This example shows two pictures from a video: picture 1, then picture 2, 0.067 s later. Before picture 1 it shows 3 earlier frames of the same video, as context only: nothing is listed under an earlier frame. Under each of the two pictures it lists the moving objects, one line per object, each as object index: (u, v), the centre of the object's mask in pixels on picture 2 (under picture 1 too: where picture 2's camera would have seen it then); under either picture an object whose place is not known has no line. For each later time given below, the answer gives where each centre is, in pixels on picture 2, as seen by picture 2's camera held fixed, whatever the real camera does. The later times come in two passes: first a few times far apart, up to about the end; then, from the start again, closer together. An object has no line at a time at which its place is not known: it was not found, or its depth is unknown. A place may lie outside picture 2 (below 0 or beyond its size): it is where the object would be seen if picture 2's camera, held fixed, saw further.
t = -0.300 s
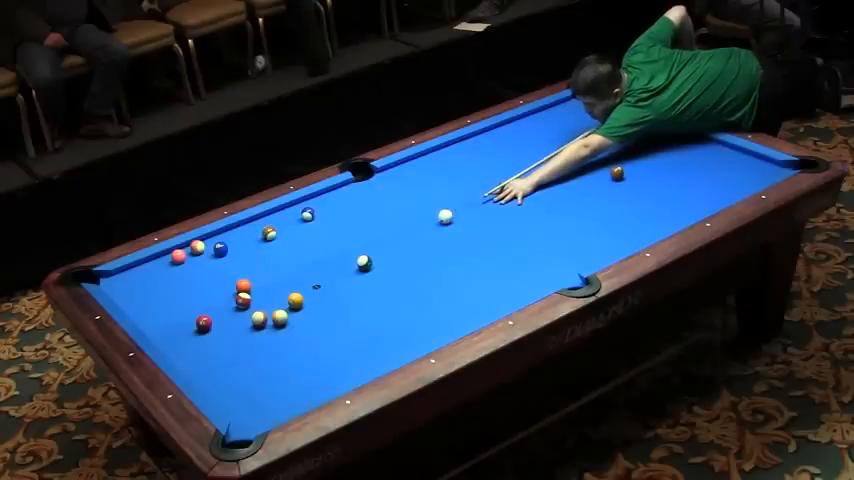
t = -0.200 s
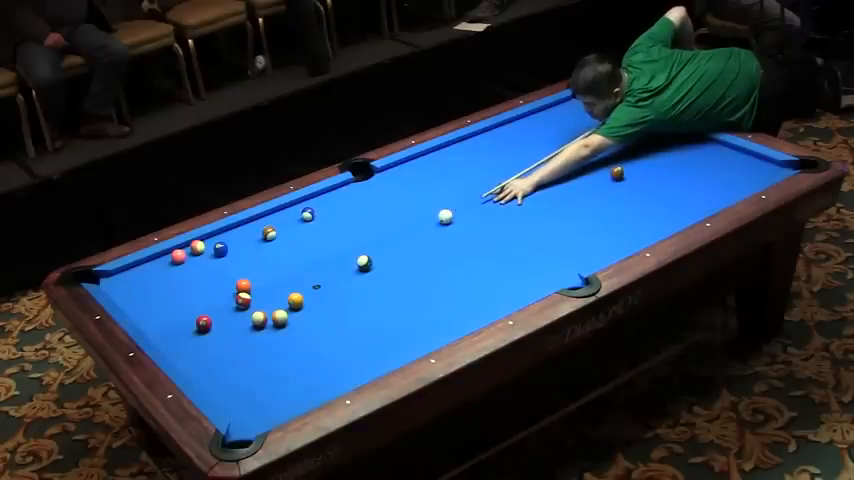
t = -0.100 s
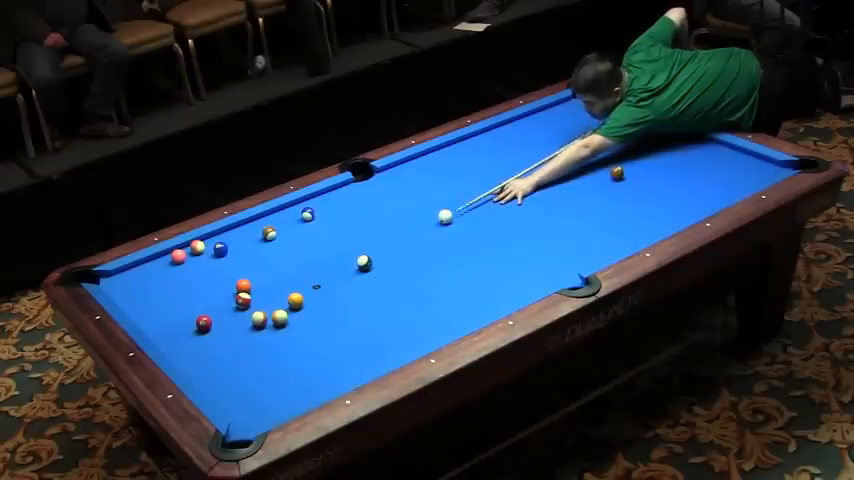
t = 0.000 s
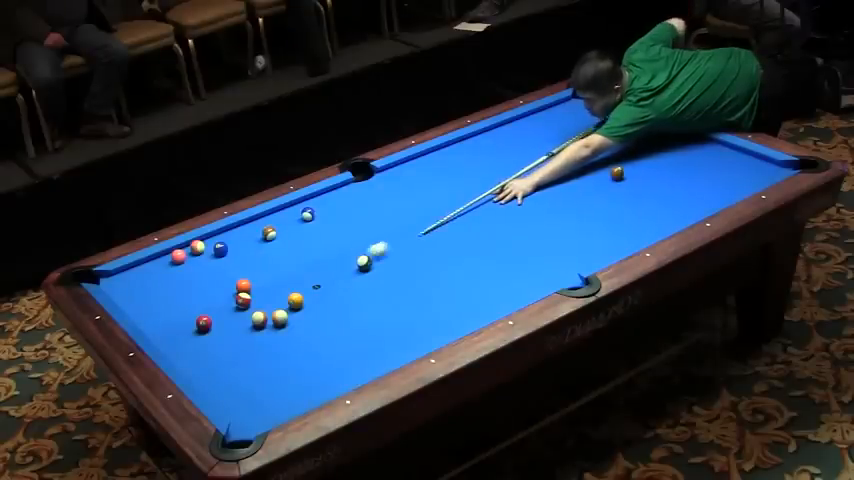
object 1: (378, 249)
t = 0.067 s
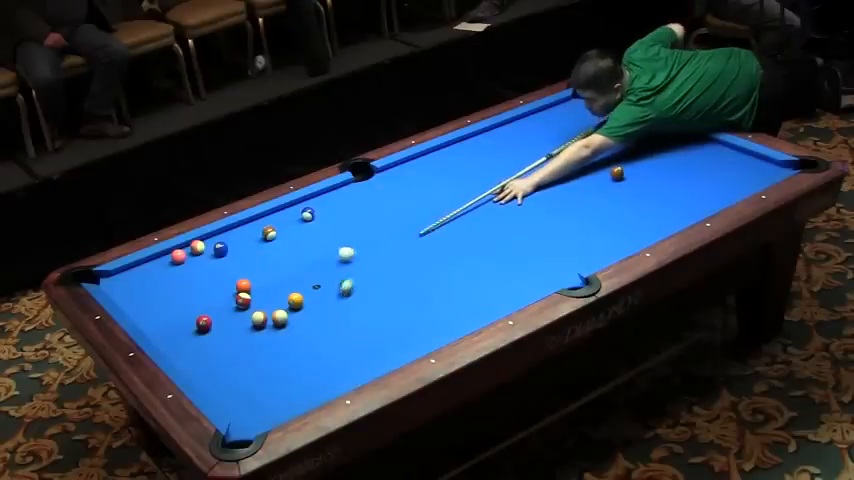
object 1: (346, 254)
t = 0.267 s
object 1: (281, 250)
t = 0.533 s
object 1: (232, 240)
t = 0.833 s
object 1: (239, 232)
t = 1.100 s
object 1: (256, 233)
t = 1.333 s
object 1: (259, 235)
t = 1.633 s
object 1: (262, 236)
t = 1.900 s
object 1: (264, 238)
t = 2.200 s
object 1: (265, 238)
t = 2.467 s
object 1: (266, 238)
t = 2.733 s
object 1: (266, 238)
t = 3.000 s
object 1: (266, 238)
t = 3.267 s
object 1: (266, 238)
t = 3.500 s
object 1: (266, 238)
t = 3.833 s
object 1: (266, 239)
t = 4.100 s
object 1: (266, 238)
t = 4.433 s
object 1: (266, 238)
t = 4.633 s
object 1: (266, 238)
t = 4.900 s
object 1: (266, 238)
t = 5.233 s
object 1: (266, 238)
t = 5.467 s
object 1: (266, 238)
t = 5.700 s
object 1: (266, 238)
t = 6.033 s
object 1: (266, 238)
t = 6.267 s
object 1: (266, 238)
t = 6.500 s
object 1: (266, 238)
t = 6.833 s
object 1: (266, 238)
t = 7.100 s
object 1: (266, 238)
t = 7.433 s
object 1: (266, 238)
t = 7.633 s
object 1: (266, 238)
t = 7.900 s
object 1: (266, 238)
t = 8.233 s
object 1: (266, 238)
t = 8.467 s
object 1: (266, 238)
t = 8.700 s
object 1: (266, 238)
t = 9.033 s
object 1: (266, 238)
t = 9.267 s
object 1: (266, 238)
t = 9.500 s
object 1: (266, 238)
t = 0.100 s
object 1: (333, 254)
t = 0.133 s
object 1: (321, 253)
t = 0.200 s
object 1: (299, 251)
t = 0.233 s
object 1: (290, 251)
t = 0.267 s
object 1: (281, 250)
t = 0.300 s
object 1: (272, 249)
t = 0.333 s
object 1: (264, 249)
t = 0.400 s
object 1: (247, 247)
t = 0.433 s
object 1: (239, 247)
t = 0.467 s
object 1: (234, 245)
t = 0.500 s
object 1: (233, 243)
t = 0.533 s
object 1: (232, 240)
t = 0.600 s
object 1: (228, 236)
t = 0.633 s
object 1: (226, 234)
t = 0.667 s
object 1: (224, 232)
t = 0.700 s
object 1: (225, 231)
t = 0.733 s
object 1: (229, 232)
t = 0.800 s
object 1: (236, 232)
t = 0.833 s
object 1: (239, 232)
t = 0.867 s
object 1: (242, 232)
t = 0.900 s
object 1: (246, 232)
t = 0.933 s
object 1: (248, 232)
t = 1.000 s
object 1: (255, 232)
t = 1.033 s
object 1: (256, 233)
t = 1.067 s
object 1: (256, 233)
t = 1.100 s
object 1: (256, 233)
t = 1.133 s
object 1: (257, 233)
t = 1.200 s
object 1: (258, 234)
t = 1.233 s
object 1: (258, 234)
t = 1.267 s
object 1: (259, 234)
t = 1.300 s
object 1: (259, 235)
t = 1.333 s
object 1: (259, 235)
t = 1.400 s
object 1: (260, 235)
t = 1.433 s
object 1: (260, 235)
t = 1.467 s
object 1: (261, 235)
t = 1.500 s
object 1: (261, 236)
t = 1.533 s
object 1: (262, 236)
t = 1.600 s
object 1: (262, 236)
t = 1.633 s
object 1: (262, 236)
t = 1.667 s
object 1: (263, 236)
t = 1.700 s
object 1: (263, 236)
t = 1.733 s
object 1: (263, 237)
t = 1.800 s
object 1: (264, 237)
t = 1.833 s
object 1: (264, 237)
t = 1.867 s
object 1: (264, 237)
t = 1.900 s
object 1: (264, 238)
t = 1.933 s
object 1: (265, 237)
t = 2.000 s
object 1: (265, 238)
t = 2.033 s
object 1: (265, 238)
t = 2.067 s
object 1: (265, 238)
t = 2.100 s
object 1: (265, 238)
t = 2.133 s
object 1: (265, 238)
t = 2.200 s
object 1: (265, 238)
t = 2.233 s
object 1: (265, 238)
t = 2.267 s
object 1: (265, 238)
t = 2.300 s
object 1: (265, 238)
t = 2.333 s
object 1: (266, 238)
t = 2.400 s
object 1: (266, 238)
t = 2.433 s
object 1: (266, 238)
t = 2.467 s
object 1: (266, 238)
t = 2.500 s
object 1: (266, 238)
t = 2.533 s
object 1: (266, 238)
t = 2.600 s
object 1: (266, 238)
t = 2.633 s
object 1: (266, 238)
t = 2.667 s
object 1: (266, 238)
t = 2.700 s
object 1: (266, 238)
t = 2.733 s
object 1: (266, 238)
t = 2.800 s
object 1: (266, 238)
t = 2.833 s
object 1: (266, 238)
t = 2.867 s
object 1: (266, 238)
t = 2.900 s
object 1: (266, 238)
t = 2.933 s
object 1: (266, 238)
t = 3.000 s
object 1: (266, 238)
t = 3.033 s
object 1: (266, 238)
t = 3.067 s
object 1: (266, 238)
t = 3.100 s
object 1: (266, 238)
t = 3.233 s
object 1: (266, 238)
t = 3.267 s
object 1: (266, 238)
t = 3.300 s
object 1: (266, 238)
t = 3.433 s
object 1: (266, 238)
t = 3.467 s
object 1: (266, 238)
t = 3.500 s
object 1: (266, 238)
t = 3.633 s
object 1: (266, 238)
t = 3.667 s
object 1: (266, 238)
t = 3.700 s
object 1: (266, 238)
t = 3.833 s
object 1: (266, 239)
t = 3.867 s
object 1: (266, 238)
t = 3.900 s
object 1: (266, 238)
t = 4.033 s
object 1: (266, 238)
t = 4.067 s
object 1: (266, 238)
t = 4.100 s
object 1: (266, 238)
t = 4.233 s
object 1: (266, 238)
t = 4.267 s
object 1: (266, 238)
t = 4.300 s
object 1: (266, 238)
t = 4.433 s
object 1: (266, 238)
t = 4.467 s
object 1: (266, 238)
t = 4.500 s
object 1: (266, 238)
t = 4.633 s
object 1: (266, 238)
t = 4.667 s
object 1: (266, 238)
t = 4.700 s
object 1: (266, 238)
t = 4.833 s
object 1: (266, 238)
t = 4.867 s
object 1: (266, 238)
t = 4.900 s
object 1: (266, 238)
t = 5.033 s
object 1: (266, 238)
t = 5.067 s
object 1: (266, 238)
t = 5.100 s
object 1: (266, 238)
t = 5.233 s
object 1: (266, 238)
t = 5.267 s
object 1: (266, 238)
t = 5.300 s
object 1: (266, 238)
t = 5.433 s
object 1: (266, 238)
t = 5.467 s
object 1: (266, 238)
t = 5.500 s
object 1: (266, 238)
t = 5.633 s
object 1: (266, 238)
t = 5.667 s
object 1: (266, 238)
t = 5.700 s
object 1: (266, 238)
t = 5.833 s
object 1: (266, 238)
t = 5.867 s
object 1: (266, 238)
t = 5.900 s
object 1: (266, 238)
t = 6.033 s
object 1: (266, 238)
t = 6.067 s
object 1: (266, 238)
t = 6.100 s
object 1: (266, 238)
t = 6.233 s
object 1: (266, 238)
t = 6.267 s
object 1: (266, 238)
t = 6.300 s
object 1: (266, 238)
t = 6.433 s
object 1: (266, 238)
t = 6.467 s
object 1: (266, 238)
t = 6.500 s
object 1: (266, 238)
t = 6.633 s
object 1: (266, 238)
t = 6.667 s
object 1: (266, 238)
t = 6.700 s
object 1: (266, 238)
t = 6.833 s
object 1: (266, 238)
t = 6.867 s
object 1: (266, 238)
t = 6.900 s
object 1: (266, 238)
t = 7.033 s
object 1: (266, 238)
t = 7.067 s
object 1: (266, 238)
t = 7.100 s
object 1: (266, 238)
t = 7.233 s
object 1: (266, 238)
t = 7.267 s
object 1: (266, 238)
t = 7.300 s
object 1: (266, 238)
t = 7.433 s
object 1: (266, 238)
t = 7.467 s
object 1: (266, 238)
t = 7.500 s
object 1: (266, 238)
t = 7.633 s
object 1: (266, 238)
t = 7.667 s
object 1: (266, 238)
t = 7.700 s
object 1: (266, 238)
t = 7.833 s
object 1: (266, 238)
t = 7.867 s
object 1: (266, 238)
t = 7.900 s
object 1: (266, 238)
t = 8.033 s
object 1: (266, 238)
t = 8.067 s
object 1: (266, 238)
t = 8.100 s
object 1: (266, 238)
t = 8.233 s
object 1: (266, 238)
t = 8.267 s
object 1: (266, 238)
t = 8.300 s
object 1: (266, 238)
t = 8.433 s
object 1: (266, 238)
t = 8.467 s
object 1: (266, 238)
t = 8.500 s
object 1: (266, 238)
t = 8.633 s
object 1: (266, 238)
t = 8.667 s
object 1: (266, 238)
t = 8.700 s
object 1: (266, 238)
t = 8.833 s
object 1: (266, 238)
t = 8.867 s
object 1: (266, 238)
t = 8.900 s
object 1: (266, 238)
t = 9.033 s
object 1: (266, 238)
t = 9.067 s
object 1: (266, 238)
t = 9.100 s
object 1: (266, 238)
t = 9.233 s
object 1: (266, 238)
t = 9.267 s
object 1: (266, 238)
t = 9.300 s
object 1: (266, 238)
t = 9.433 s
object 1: (266, 238)
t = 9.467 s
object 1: (266, 238)
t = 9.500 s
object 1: (266, 238)
